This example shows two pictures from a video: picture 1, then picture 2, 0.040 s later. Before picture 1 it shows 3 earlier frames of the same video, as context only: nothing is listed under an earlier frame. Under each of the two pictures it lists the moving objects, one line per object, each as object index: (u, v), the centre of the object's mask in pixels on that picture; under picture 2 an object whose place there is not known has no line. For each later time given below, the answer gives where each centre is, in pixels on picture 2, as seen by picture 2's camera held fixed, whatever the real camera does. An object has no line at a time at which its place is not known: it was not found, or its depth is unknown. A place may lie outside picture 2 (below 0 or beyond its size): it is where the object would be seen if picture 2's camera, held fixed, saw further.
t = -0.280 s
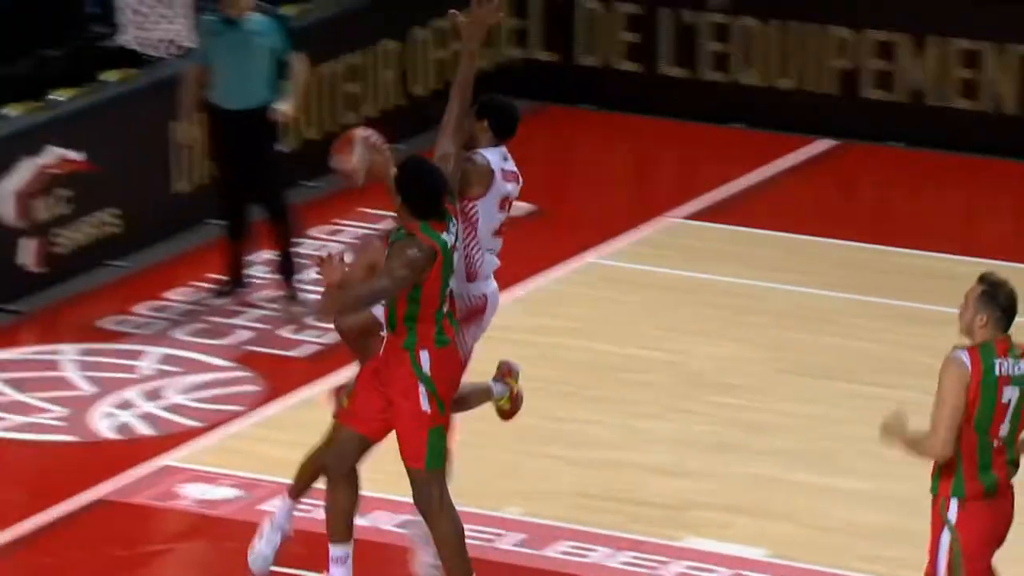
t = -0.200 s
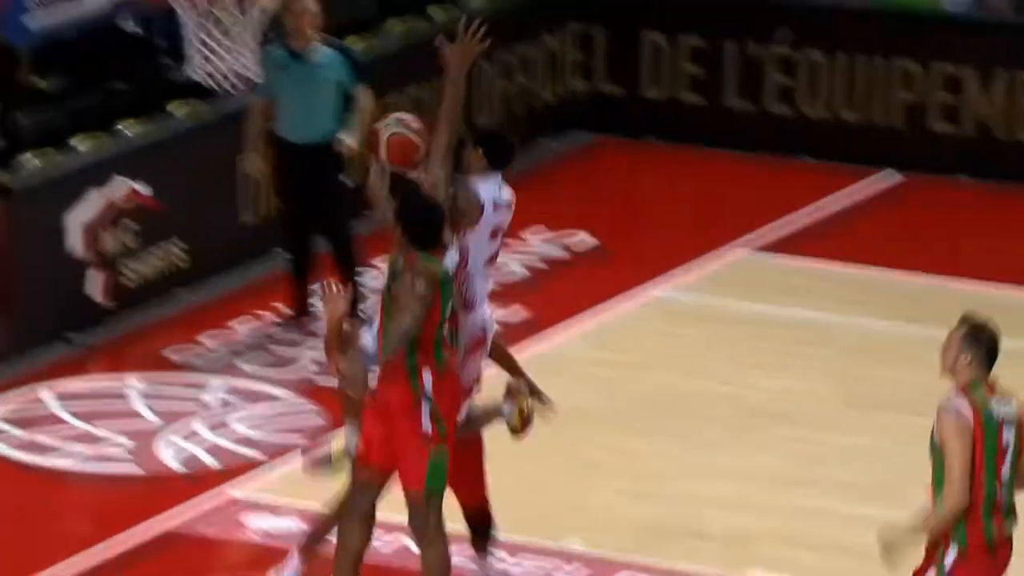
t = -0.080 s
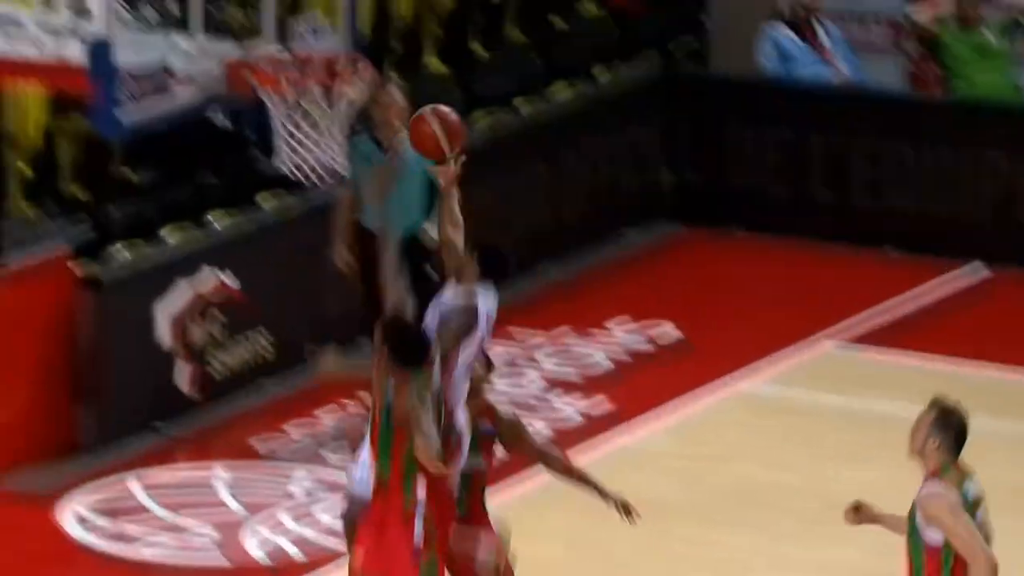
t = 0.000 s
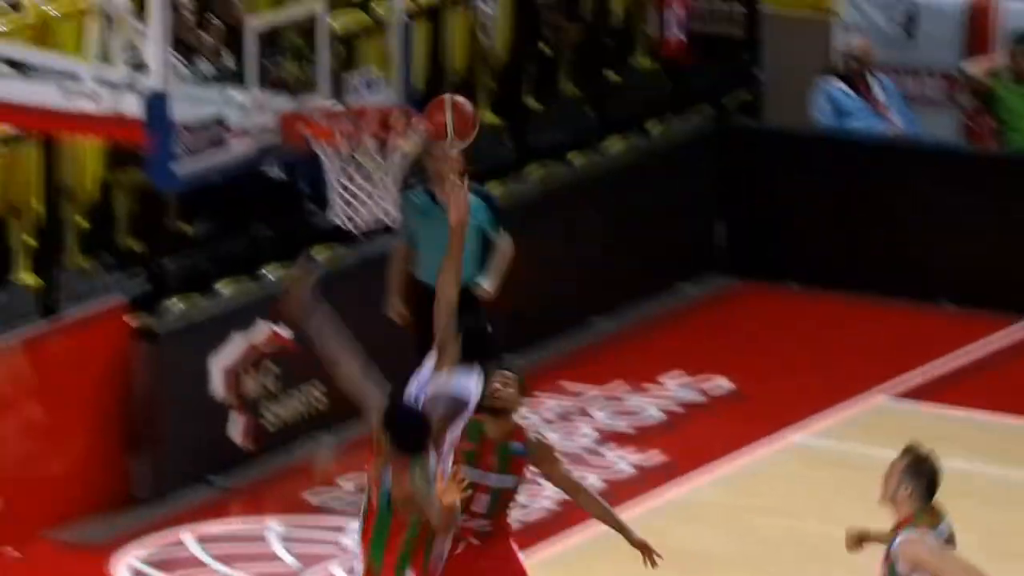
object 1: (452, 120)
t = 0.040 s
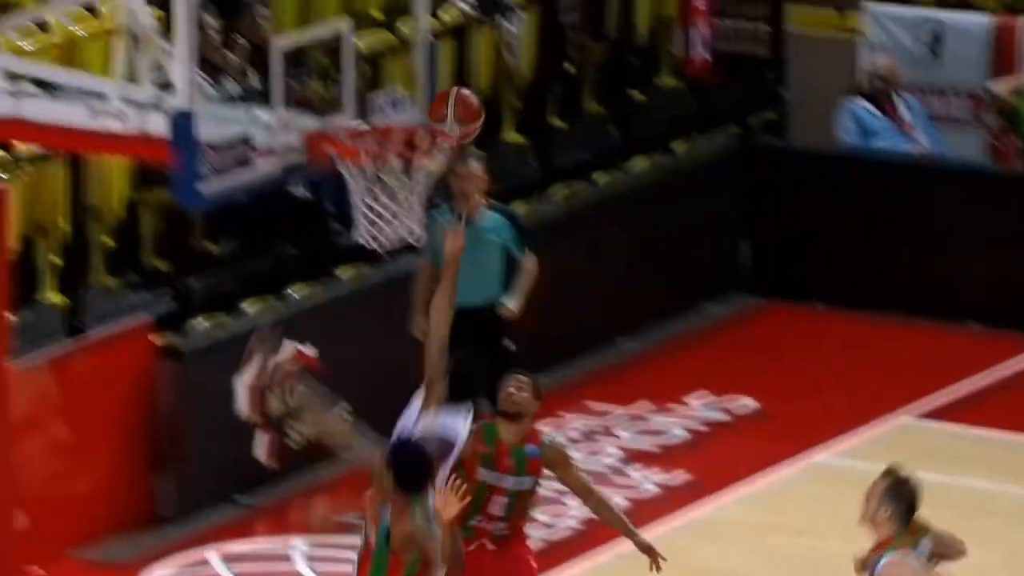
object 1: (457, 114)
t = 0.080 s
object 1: (436, 93)
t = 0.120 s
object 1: (416, 74)
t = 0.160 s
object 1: (397, 57)
